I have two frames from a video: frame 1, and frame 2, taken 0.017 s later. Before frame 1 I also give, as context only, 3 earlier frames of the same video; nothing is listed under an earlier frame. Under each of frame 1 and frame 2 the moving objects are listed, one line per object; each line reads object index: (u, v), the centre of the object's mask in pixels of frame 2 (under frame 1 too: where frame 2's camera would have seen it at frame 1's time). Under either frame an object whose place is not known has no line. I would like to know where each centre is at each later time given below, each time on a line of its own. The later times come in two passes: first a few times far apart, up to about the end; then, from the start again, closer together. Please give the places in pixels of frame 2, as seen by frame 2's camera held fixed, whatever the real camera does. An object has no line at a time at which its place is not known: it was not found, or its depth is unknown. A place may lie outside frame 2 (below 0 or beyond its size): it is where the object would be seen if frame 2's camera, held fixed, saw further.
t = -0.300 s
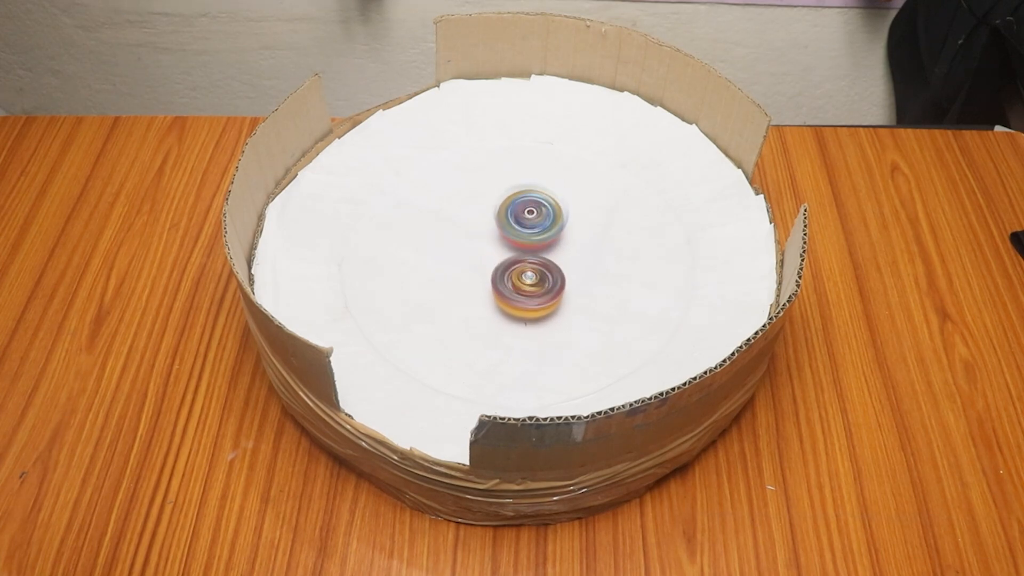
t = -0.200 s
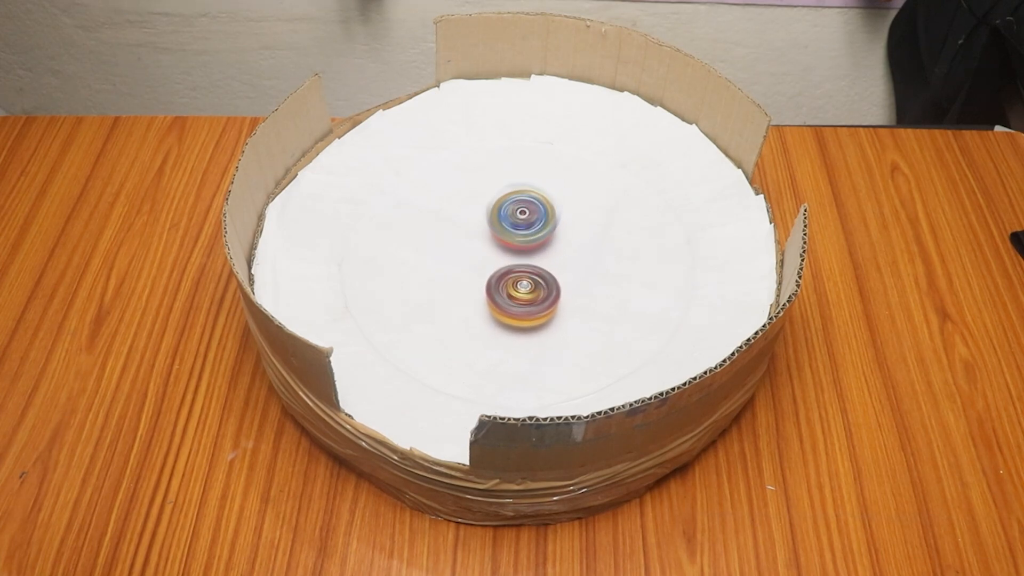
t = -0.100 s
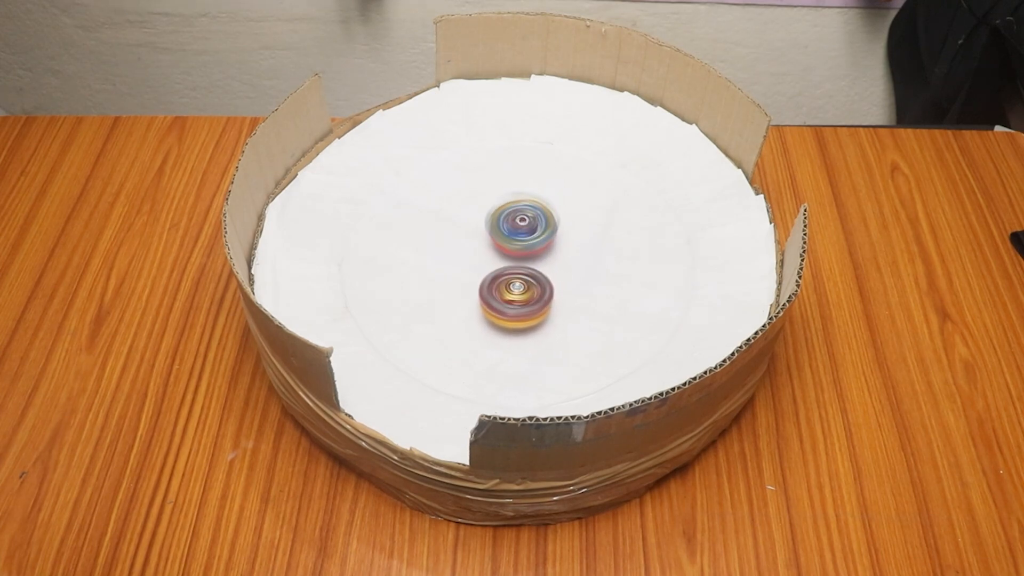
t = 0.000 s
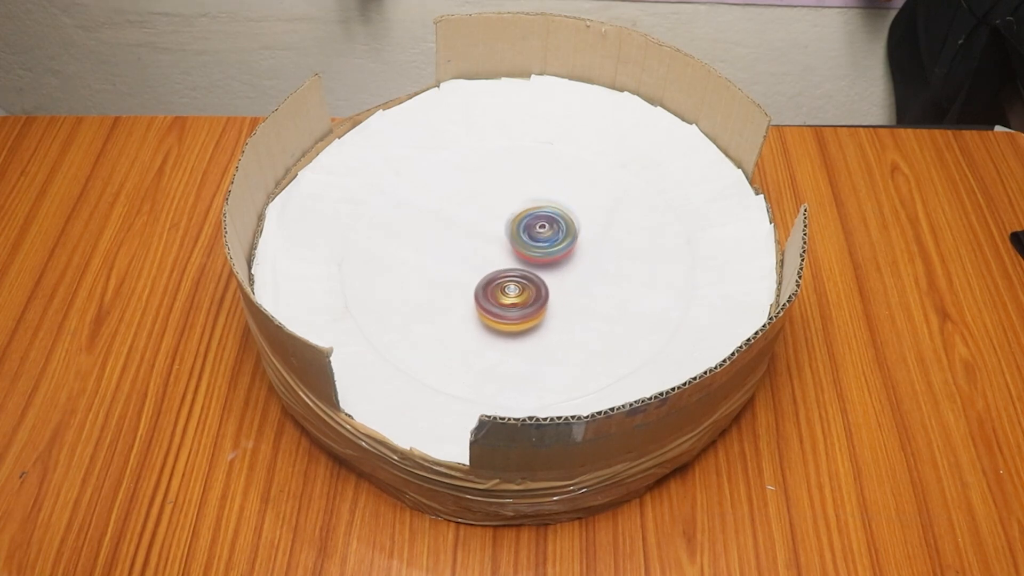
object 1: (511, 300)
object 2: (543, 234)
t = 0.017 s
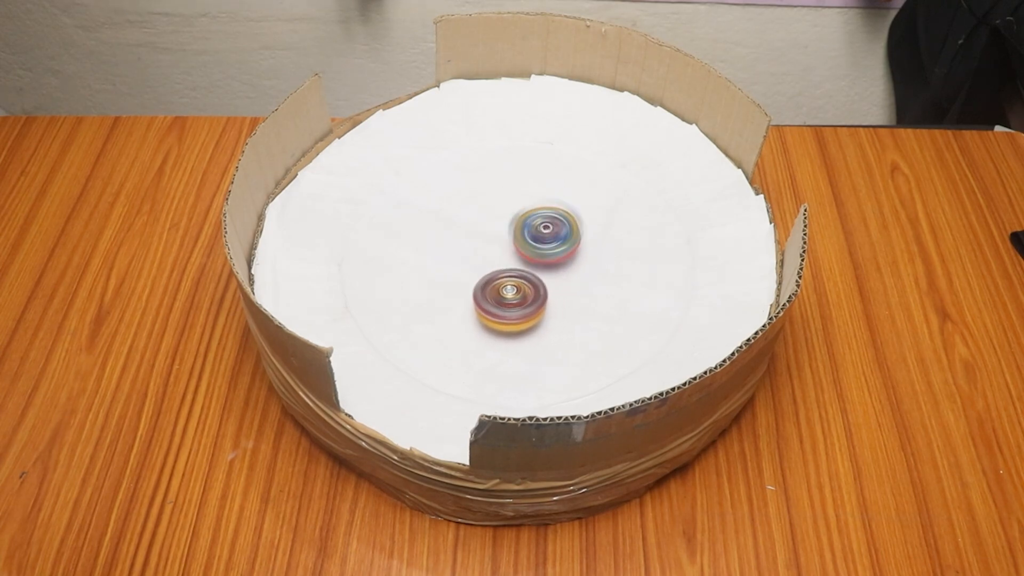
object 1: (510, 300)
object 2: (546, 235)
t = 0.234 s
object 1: (504, 289)
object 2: (582, 230)
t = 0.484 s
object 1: (519, 268)
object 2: (572, 221)
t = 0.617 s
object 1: (488, 280)
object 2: (594, 202)
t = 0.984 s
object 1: (460, 284)
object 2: (621, 162)
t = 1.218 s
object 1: (464, 285)
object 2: (590, 175)
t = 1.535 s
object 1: (490, 288)
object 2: (542, 211)
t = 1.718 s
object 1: (509, 278)
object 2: (509, 222)
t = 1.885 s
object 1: (522, 280)
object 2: (485, 216)
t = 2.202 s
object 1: (531, 280)
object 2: (449, 187)
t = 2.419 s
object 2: (423, 185)
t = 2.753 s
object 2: (447, 221)
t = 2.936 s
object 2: (455, 245)
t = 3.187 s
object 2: (459, 275)
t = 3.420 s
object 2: (472, 302)
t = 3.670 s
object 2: (505, 299)
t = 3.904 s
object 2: (534, 284)
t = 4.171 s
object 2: (551, 308)
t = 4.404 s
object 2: (552, 284)
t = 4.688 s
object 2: (534, 307)
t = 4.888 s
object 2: (545, 317)
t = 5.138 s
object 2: (563, 288)
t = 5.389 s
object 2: (560, 318)
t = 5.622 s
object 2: (535, 316)
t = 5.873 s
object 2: (507, 296)
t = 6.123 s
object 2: (513, 273)
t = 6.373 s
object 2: (529, 283)
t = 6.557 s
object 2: (534, 273)
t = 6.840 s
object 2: (549, 252)
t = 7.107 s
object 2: (563, 251)
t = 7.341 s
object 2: (575, 248)
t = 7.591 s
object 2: (586, 252)
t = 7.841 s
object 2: (559, 266)
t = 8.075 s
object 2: (539, 262)
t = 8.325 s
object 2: (525, 257)
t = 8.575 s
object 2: (538, 240)
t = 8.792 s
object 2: (536, 266)
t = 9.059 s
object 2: (519, 274)
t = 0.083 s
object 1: (506, 300)
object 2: (561, 235)
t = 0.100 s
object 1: (505, 299)
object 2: (565, 236)
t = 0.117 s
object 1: (504, 299)
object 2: (567, 237)
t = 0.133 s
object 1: (504, 298)
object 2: (570, 238)
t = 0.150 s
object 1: (504, 297)
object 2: (573, 238)
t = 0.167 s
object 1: (504, 295)
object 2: (575, 237)
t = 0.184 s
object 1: (503, 294)
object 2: (577, 236)
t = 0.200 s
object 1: (503, 292)
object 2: (579, 234)
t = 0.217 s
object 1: (503, 291)
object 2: (581, 232)
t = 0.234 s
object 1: (504, 289)
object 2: (582, 230)
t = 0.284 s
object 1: (506, 285)
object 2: (585, 223)
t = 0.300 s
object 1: (508, 283)
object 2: (584, 222)
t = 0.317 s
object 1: (509, 281)
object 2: (585, 221)
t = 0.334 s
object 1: (510, 279)
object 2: (583, 221)
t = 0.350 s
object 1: (511, 278)
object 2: (583, 219)
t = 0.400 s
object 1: (515, 274)
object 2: (581, 215)
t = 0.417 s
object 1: (516, 273)
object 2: (581, 214)
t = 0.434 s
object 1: (517, 272)
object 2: (578, 216)
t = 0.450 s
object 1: (518, 271)
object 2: (576, 218)
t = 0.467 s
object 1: (519, 270)
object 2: (573, 220)
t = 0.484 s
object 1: (519, 268)
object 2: (572, 221)
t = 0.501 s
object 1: (520, 266)
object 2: (571, 223)
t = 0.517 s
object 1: (514, 269)
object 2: (574, 221)
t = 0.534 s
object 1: (508, 273)
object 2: (578, 216)
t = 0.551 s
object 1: (502, 276)
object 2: (581, 212)
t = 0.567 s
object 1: (498, 278)
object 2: (584, 209)
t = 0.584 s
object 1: (494, 280)
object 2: (588, 206)
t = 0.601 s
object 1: (491, 280)
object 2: (591, 203)
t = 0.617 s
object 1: (488, 280)
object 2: (594, 202)
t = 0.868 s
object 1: (463, 282)
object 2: (617, 174)
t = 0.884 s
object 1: (462, 283)
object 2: (617, 172)
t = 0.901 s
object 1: (461, 283)
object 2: (618, 170)
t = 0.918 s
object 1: (461, 284)
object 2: (619, 169)
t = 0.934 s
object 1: (460, 283)
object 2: (621, 166)
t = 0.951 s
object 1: (460, 284)
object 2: (622, 164)
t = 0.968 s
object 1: (460, 283)
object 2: (622, 162)
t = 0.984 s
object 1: (460, 284)
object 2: (621, 162)
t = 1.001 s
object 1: (460, 283)
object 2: (619, 160)
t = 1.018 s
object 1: (460, 283)
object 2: (616, 160)
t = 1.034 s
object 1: (460, 283)
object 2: (612, 159)
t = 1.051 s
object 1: (460, 283)
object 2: (609, 158)
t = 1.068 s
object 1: (460, 283)
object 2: (606, 159)
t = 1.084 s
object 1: (460, 283)
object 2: (605, 159)
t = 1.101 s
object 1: (460, 284)
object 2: (603, 161)
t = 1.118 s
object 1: (460, 284)
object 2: (601, 163)
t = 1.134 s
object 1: (461, 285)
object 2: (600, 164)
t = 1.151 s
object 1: (462, 284)
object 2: (599, 166)
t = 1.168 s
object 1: (462, 285)
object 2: (598, 168)
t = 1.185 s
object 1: (463, 285)
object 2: (596, 170)
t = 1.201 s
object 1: (463, 285)
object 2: (593, 172)
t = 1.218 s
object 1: (464, 285)
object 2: (590, 175)
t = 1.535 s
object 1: (490, 288)
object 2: (542, 211)
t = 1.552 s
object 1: (492, 288)
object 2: (538, 213)
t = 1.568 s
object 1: (494, 288)
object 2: (535, 214)
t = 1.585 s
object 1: (496, 287)
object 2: (532, 216)
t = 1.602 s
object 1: (498, 287)
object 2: (528, 218)
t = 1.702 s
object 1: (507, 279)
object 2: (511, 222)
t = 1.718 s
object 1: (509, 278)
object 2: (509, 222)
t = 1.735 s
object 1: (510, 279)
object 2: (507, 223)
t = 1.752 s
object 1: (512, 279)
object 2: (505, 223)
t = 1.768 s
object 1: (513, 279)
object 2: (503, 223)
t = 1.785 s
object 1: (515, 280)
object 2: (500, 222)
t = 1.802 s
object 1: (516, 280)
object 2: (497, 222)
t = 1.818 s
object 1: (518, 280)
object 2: (494, 221)
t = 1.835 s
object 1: (519, 280)
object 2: (491, 220)
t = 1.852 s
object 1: (520, 280)
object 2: (489, 219)
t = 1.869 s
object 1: (521, 280)
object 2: (487, 217)
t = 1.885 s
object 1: (522, 280)
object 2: (485, 216)
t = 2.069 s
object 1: (531, 282)
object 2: (467, 197)
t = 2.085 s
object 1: (531, 282)
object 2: (465, 195)
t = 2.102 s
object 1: (532, 282)
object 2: (463, 194)
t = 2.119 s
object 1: (531, 282)
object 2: (460, 193)
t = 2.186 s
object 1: (531, 281)
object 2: (452, 188)
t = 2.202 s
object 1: (531, 280)
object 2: (449, 187)
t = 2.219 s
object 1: (531, 280)
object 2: (447, 185)
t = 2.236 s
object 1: (531, 279)
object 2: (446, 184)
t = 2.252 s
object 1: (532, 279)
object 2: (444, 184)
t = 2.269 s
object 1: (532, 278)
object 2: (442, 184)
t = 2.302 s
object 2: (437, 183)
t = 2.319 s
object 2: (435, 182)
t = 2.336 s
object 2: (433, 182)
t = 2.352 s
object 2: (431, 182)
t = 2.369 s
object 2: (427, 182)
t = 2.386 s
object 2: (426, 183)
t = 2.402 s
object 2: (424, 183)
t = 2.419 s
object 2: (423, 185)
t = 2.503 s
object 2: (424, 192)
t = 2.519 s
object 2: (423, 194)
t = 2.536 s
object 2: (423, 196)
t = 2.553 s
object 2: (424, 196)
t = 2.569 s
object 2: (427, 198)
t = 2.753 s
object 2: (447, 221)
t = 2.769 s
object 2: (449, 222)
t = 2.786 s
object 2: (450, 226)
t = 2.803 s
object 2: (450, 228)
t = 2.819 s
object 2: (450, 229)
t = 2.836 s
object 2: (451, 231)
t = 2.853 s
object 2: (451, 233)
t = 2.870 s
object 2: (453, 237)
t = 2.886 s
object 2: (453, 239)
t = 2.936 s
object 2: (455, 245)
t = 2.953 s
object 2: (457, 247)
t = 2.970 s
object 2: (458, 250)
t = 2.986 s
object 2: (457, 252)
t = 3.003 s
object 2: (456, 255)
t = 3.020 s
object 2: (455, 258)
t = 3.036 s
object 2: (454, 259)
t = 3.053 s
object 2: (454, 262)
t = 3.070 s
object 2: (455, 263)
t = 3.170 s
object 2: (459, 275)
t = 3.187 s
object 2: (459, 275)
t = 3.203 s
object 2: (461, 277)
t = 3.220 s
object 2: (461, 280)
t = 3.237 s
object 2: (462, 282)
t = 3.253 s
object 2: (462, 284)
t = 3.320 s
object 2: (462, 294)
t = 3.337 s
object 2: (462, 296)
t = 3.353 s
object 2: (464, 295)
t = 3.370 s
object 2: (467, 297)
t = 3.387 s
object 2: (469, 298)
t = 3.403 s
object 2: (471, 300)
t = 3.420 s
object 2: (472, 302)
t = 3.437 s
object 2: (474, 303)
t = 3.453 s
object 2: (476, 304)
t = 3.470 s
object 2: (479, 304)
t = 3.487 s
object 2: (482, 305)
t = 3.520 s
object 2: (486, 305)
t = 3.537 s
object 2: (488, 305)
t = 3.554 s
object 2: (491, 305)
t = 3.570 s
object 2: (492, 305)
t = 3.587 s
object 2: (494, 304)
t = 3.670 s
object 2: (505, 299)
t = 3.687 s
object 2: (510, 298)
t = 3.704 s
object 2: (512, 298)
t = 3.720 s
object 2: (514, 297)
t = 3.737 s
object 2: (516, 295)
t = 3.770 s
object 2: (520, 291)
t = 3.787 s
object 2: (524, 289)
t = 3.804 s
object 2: (527, 288)
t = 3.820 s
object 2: (529, 286)
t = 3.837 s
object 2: (530, 285)
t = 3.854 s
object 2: (532, 283)
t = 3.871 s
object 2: (533, 280)
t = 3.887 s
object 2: (533, 281)
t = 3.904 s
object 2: (534, 284)
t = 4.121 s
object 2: (547, 306)
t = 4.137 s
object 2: (549, 309)
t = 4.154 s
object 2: (550, 308)
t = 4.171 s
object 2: (551, 308)
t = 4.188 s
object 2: (553, 307)
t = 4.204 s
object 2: (554, 305)
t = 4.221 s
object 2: (556, 302)
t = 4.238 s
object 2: (559, 299)
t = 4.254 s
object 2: (561, 296)
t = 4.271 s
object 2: (562, 295)
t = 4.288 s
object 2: (562, 293)
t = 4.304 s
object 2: (562, 290)
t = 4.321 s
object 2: (561, 289)
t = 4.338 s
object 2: (560, 287)
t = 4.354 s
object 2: (558, 285)
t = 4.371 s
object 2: (556, 285)
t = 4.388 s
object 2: (554, 283)
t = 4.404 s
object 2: (552, 284)
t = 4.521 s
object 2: (543, 294)
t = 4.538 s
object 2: (539, 295)
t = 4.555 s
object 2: (537, 296)
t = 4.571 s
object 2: (538, 298)
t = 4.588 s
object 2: (538, 300)
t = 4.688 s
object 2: (534, 307)
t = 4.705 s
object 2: (533, 309)
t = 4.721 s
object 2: (535, 309)
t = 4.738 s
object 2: (535, 311)
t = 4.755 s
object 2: (535, 313)
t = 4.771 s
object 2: (535, 314)
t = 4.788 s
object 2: (536, 316)
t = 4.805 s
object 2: (537, 316)
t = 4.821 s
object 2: (540, 318)
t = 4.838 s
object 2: (542, 319)
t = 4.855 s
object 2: (544, 319)
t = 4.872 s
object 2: (545, 318)
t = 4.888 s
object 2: (545, 317)
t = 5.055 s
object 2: (559, 294)
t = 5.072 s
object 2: (560, 293)
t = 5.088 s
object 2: (563, 292)
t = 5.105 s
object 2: (565, 290)
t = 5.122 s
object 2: (565, 289)
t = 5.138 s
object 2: (563, 288)
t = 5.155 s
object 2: (563, 293)
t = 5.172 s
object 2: (562, 298)
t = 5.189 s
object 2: (562, 301)
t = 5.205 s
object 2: (562, 303)
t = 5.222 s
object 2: (563, 304)
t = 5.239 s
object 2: (563, 305)
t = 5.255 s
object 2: (564, 306)
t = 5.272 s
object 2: (565, 308)
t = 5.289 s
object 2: (564, 309)
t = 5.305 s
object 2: (564, 311)
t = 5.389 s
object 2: (560, 318)
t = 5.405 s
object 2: (558, 319)
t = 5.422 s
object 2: (557, 319)
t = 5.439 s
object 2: (556, 321)
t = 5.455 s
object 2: (554, 322)
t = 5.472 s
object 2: (552, 321)
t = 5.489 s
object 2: (550, 322)
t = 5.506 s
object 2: (548, 320)
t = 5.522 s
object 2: (546, 319)
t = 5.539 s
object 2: (545, 318)
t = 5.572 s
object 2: (540, 316)
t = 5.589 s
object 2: (537, 316)
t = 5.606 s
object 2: (536, 315)
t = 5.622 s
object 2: (535, 316)
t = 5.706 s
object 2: (522, 315)
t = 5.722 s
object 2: (520, 314)
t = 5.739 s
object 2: (518, 314)
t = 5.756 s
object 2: (516, 312)
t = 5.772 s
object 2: (513, 309)
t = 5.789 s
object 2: (511, 307)
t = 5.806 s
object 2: (510, 305)
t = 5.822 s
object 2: (509, 303)
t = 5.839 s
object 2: (508, 302)
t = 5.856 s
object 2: (507, 299)
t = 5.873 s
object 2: (507, 296)
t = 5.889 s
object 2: (507, 294)
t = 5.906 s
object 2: (508, 292)
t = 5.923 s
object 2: (508, 291)
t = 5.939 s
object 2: (508, 289)
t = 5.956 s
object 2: (508, 287)
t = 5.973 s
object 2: (508, 286)
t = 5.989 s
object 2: (509, 284)
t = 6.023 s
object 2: (511, 279)
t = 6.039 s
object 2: (511, 277)
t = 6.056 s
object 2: (512, 276)
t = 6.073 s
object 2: (512, 275)
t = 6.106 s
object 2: (513, 275)
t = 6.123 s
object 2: (513, 273)
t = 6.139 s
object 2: (513, 272)
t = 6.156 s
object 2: (511, 274)
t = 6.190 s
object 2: (511, 277)
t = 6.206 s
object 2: (512, 277)
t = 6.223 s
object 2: (513, 279)
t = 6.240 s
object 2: (514, 280)
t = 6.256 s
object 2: (515, 282)
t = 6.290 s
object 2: (519, 284)
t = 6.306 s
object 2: (521, 285)
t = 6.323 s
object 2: (522, 285)
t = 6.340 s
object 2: (524, 284)
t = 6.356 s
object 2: (526, 283)
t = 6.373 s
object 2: (529, 283)
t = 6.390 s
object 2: (531, 283)
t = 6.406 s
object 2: (532, 282)
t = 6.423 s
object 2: (533, 280)
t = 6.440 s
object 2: (532, 278)
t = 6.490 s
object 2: (532, 277)
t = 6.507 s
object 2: (532, 276)
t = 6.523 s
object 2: (532, 275)
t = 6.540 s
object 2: (533, 274)
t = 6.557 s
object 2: (534, 273)
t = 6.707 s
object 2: (548, 264)
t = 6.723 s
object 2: (549, 263)
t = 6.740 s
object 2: (549, 261)
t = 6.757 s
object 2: (549, 260)
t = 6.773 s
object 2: (549, 259)
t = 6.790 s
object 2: (549, 257)
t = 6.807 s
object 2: (549, 255)
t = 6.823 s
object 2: (549, 253)
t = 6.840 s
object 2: (549, 252)
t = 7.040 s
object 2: (560, 249)
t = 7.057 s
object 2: (561, 249)
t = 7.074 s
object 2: (562, 250)
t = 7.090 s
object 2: (563, 251)
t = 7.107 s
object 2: (563, 251)
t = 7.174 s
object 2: (567, 250)
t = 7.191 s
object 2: (567, 249)
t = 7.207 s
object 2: (568, 249)
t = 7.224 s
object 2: (570, 249)
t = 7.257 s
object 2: (570, 249)
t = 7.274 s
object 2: (572, 249)
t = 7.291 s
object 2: (573, 249)
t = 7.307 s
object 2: (574, 249)
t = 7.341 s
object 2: (575, 248)
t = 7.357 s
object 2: (576, 248)
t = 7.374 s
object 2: (578, 248)
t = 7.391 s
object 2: (578, 249)
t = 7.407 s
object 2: (579, 249)
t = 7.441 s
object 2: (583, 251)
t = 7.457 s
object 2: (583, 251)
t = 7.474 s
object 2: (583, 251)
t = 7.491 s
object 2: (584, 250)
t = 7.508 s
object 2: (585, 251)
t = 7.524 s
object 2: (585, 252)
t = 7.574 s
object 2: (586, 252)
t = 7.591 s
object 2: (586, 252)
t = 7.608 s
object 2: (587, 253)
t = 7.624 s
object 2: (586, 254)
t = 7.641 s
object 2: (583, 255)
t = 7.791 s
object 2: (565, 262)
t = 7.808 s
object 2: (563, 263)
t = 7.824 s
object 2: (561, 264)
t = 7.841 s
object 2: (559, 266)
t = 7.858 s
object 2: (556, 267)
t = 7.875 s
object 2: (554, 268)
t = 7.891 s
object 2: (553, 268)
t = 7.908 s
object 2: (551, 268)
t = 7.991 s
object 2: (547, 268)
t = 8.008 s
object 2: (546, 267)
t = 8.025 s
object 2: (544, 267)
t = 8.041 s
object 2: (543, 265)
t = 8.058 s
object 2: (541, 263)
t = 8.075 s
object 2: (539, 262)
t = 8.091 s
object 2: (538, 265)
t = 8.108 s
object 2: (536, 267)
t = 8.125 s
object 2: (535, 268)
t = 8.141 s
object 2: (533, 268)
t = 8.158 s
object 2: (532, 267)
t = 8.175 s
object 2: (530, 267)
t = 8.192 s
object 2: (529, 265)
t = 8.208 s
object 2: (529, 264)
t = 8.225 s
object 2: (528, 264)
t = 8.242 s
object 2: (528, 263)
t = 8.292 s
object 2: (527, 260)
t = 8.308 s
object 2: (526, 259)
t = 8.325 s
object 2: (525, 257)
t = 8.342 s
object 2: (526, 255)
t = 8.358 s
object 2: (527, 254)
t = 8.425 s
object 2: (528, 250)
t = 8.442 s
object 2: (529, 249)
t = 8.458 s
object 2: (529, 247)
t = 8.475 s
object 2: (530, 246)
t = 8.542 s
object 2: (535, 241)
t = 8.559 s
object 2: (536, 241)
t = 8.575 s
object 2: (538, 240)
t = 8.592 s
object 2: (538, 241)
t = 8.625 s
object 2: (538, 242)
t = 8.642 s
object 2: (537, 241)
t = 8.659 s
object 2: (538, 241)
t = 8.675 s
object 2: (539, 244)
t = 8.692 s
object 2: (538, 250)
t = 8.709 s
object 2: (539, 253)
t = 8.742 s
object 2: (539, 259)
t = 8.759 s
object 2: (539, 261)
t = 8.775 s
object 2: (537, 263)
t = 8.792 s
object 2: (536, 266)
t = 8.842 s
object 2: (536, 270)
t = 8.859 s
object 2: (535, 271)
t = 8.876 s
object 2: (534, 274)
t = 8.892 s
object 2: (533, 275)
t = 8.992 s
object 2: (525, 277)
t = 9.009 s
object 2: (523, 277)
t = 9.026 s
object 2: (522, 277)
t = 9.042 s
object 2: (521, 274)
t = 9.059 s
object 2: (519, 274)
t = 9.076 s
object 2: (517, 273)
